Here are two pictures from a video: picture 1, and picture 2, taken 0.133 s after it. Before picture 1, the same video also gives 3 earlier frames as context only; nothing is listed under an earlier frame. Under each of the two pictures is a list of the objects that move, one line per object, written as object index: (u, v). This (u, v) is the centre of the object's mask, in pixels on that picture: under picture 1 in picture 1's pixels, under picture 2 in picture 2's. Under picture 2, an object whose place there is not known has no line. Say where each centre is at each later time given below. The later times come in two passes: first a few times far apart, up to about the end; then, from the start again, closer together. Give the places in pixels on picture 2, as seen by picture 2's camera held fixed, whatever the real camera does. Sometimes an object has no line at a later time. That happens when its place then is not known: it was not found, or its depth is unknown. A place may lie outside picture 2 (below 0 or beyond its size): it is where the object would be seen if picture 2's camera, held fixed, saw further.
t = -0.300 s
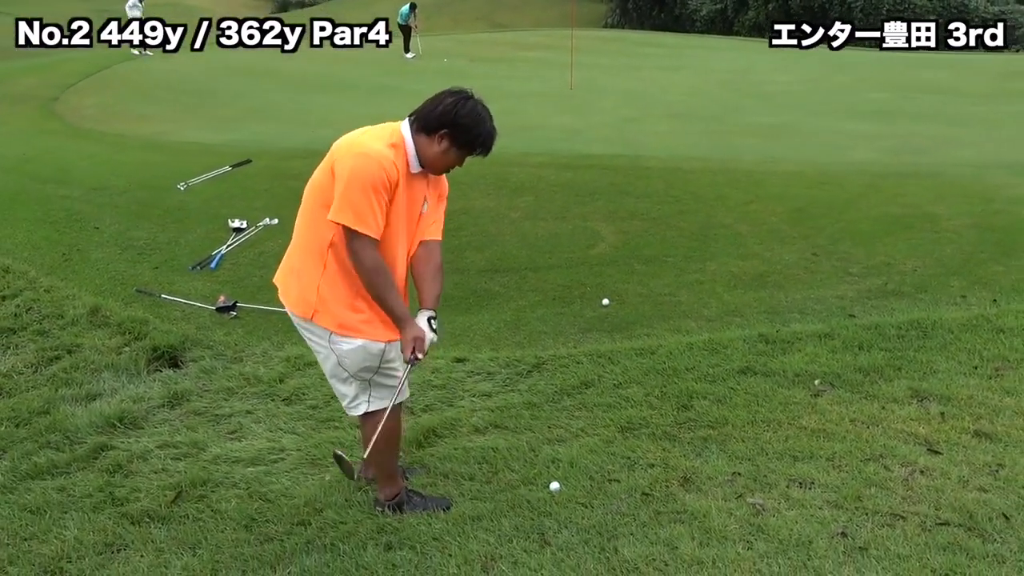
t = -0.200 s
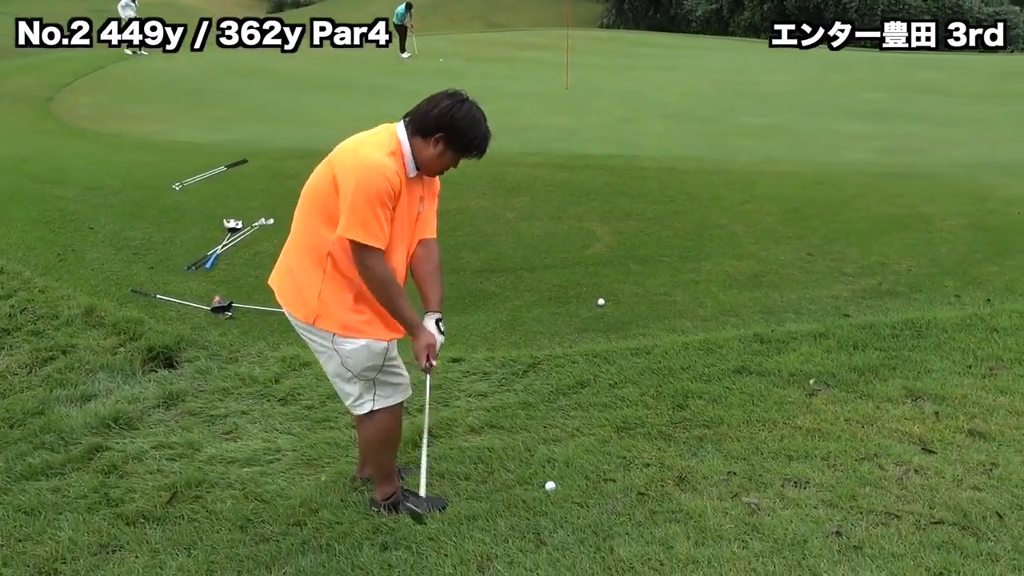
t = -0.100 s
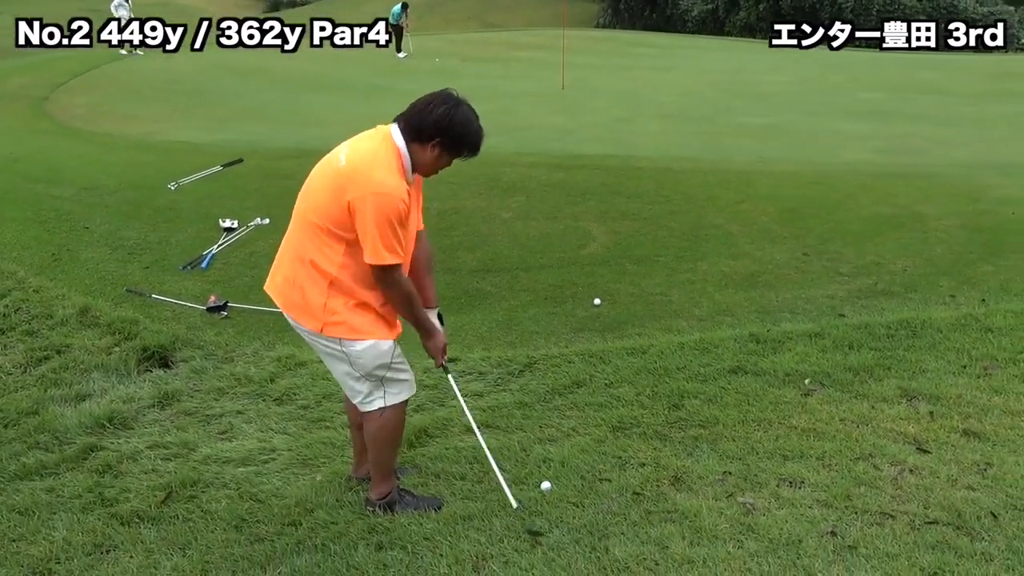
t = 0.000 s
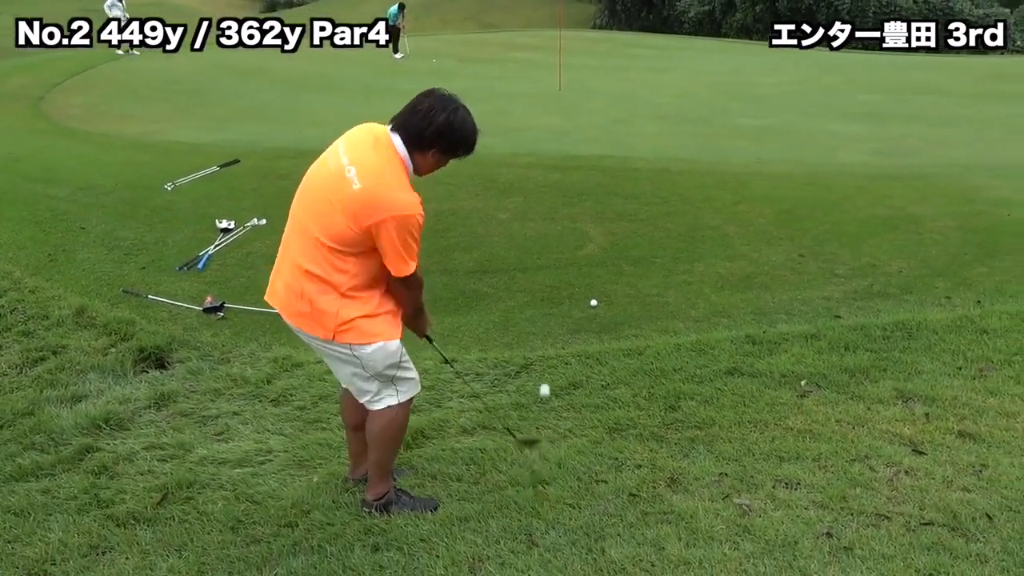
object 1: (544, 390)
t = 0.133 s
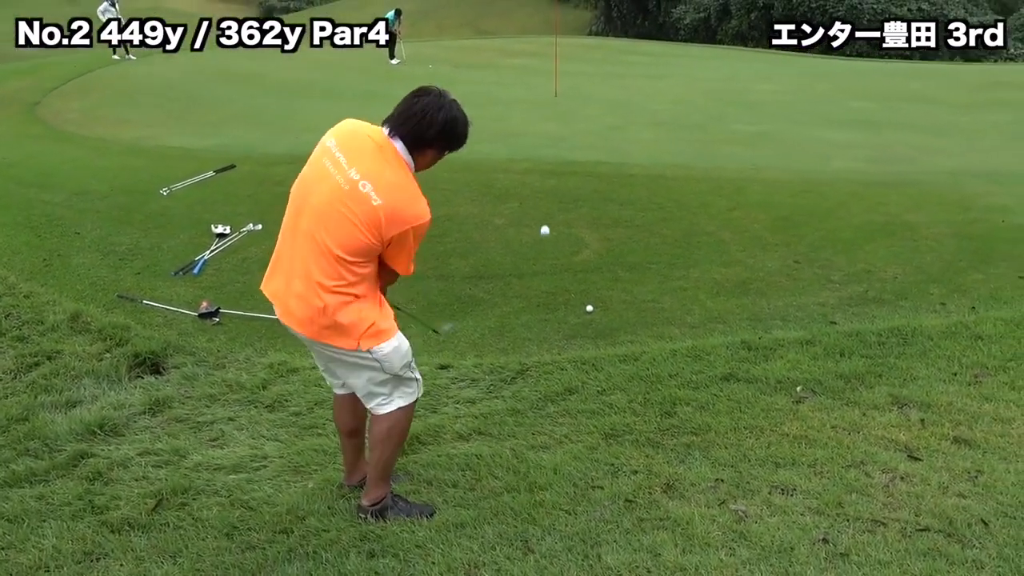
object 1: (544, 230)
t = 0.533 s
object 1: (555, 75)
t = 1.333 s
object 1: (573, 149)
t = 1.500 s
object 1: (577, 143)
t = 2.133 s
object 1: (593, 127)
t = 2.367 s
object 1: (597, 122)
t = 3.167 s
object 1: (616, 111)
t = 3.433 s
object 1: (623, 108)
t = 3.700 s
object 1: (628, 107)
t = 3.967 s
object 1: (634, 105)
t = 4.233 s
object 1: (640, 103)
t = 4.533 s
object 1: (645, 102)
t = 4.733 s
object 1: (649, 101)
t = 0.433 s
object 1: (554, 81)
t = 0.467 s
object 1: (554, 77)
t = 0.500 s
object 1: (554, 75)
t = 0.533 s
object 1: (555, 75)
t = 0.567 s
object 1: (556, 77)
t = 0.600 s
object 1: (556, 79)
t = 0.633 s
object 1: (557, 84)
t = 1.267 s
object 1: (572, 145)
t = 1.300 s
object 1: (573, 149)
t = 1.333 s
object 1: (573, 149)
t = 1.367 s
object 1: (574, 146)
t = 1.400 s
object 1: (575, 145)
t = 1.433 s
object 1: (576, 144)
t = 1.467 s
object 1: (577, 145)
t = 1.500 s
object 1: (577, 143)
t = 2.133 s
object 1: (593, 127)
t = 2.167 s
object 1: (594, 126)
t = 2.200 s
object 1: (594, 125)
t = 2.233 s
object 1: (594, 124)
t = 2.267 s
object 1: (595, 124)
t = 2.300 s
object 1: (595, 123)
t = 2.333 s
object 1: (596, 123)
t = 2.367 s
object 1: (597, 122)
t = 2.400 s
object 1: (598, 122)
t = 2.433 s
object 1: (599, 121)
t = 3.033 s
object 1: (613, 113)
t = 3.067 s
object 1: (614, 112)
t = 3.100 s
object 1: (616, 112)
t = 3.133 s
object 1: (616, 112)
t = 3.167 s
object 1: (616, 111)
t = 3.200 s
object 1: (617, 111)
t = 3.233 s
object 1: (618, 111)
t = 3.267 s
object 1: (618, 111)
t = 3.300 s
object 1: (619, 110)
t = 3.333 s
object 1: (620, 110)
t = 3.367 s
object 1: (621, 109)
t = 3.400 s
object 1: (622, 109)
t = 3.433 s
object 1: (623, 108)
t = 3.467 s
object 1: (623, 109)
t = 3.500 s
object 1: (624, 108)
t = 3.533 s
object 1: (625, 108)
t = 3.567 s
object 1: (626, 108)
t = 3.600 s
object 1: (626, 107)
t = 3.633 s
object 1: (627, 107)
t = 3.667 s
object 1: (628, 107)
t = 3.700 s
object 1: (628, 107)
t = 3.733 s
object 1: (629, 106)
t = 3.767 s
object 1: (629, 106)
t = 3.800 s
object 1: (630, 106)
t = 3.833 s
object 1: (631, 105)
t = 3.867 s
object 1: (632, 105)
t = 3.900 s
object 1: (633, 105)
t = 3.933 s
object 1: (634, 105)
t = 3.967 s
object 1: (634, 105)
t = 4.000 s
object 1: (635, 104)
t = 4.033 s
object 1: (636, 104)
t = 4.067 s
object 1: (637, 104)
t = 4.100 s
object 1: (637, 104)
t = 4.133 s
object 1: (638, 104)
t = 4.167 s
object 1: (638, 104)
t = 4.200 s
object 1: (639, 103)
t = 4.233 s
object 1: (640, 103)
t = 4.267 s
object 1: (641, 103)
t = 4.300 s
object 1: (641, 103)
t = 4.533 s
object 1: (645, 102)
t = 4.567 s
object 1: (646, 102)
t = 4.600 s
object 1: (647, 102)
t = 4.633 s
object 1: (647, 102)
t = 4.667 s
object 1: (648, 101)
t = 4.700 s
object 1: (648, 101)
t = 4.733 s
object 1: (649, 101)
